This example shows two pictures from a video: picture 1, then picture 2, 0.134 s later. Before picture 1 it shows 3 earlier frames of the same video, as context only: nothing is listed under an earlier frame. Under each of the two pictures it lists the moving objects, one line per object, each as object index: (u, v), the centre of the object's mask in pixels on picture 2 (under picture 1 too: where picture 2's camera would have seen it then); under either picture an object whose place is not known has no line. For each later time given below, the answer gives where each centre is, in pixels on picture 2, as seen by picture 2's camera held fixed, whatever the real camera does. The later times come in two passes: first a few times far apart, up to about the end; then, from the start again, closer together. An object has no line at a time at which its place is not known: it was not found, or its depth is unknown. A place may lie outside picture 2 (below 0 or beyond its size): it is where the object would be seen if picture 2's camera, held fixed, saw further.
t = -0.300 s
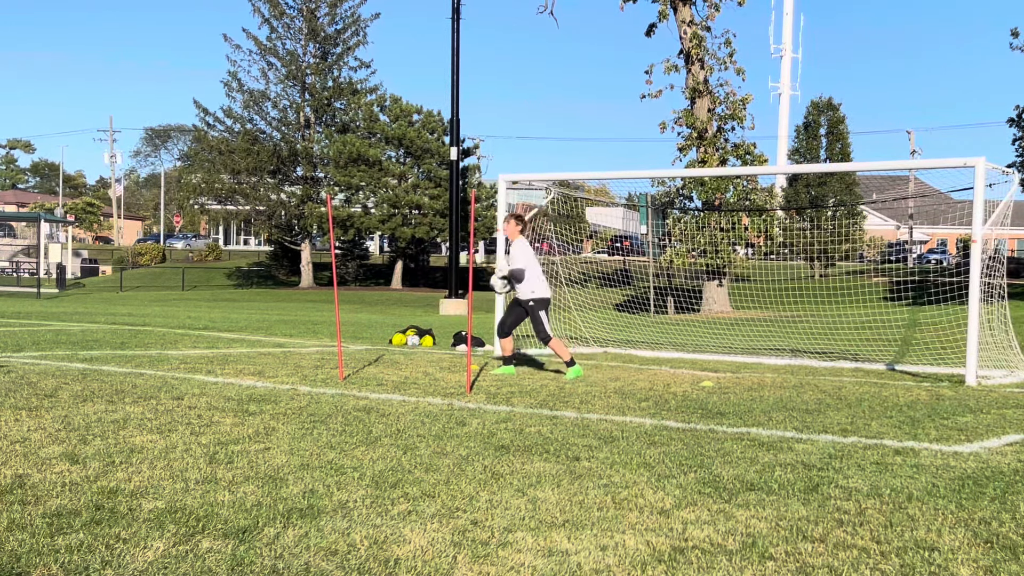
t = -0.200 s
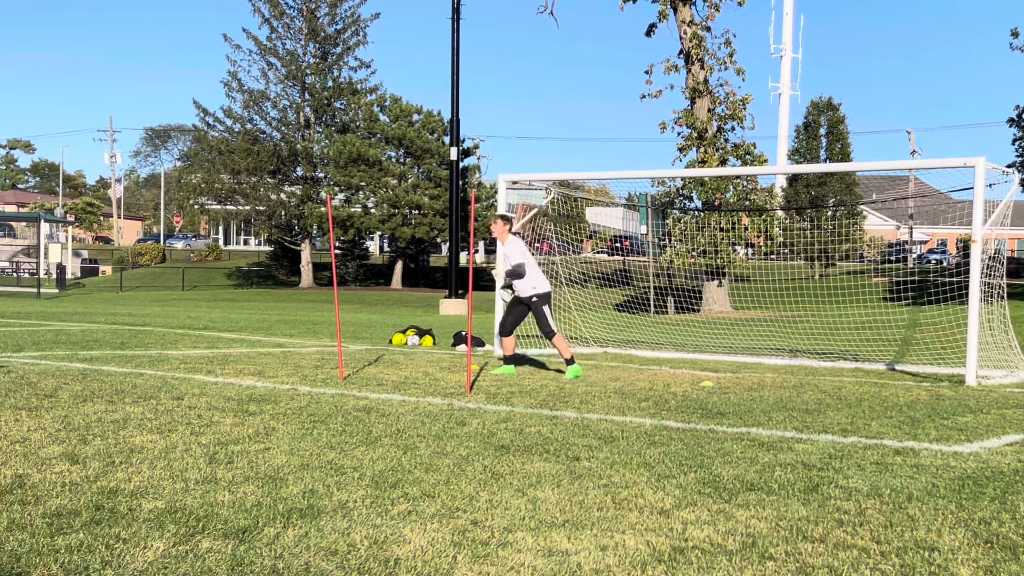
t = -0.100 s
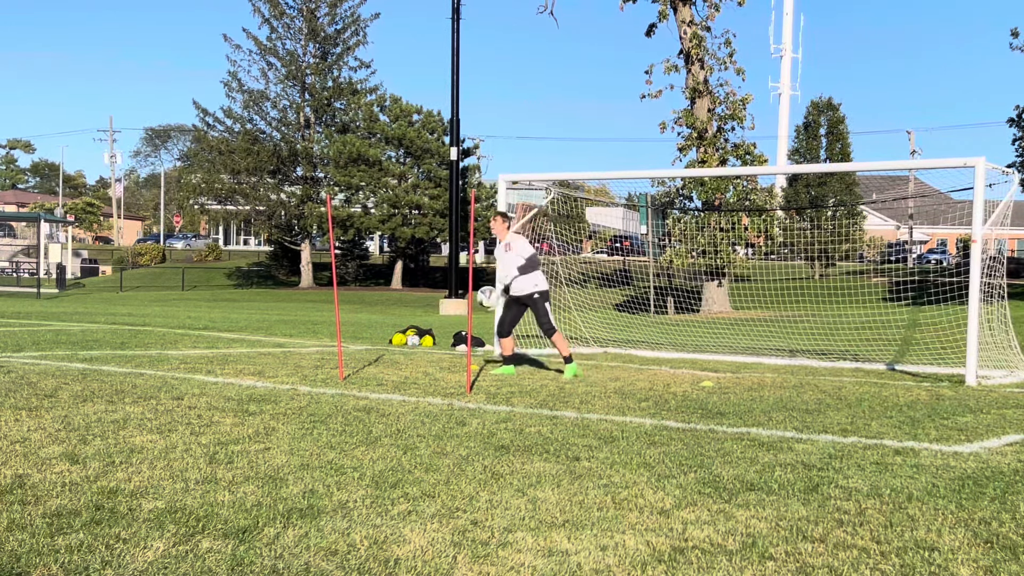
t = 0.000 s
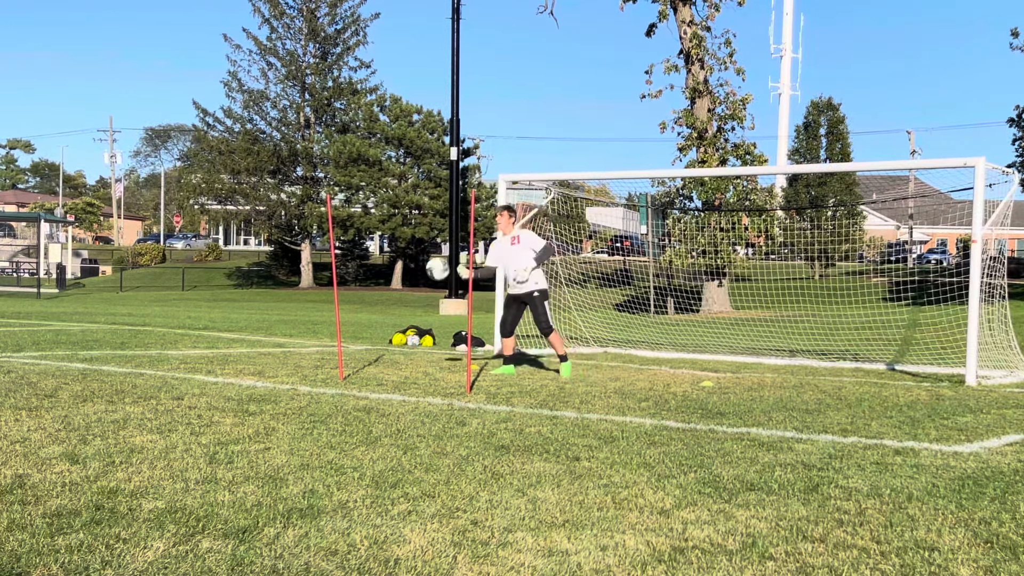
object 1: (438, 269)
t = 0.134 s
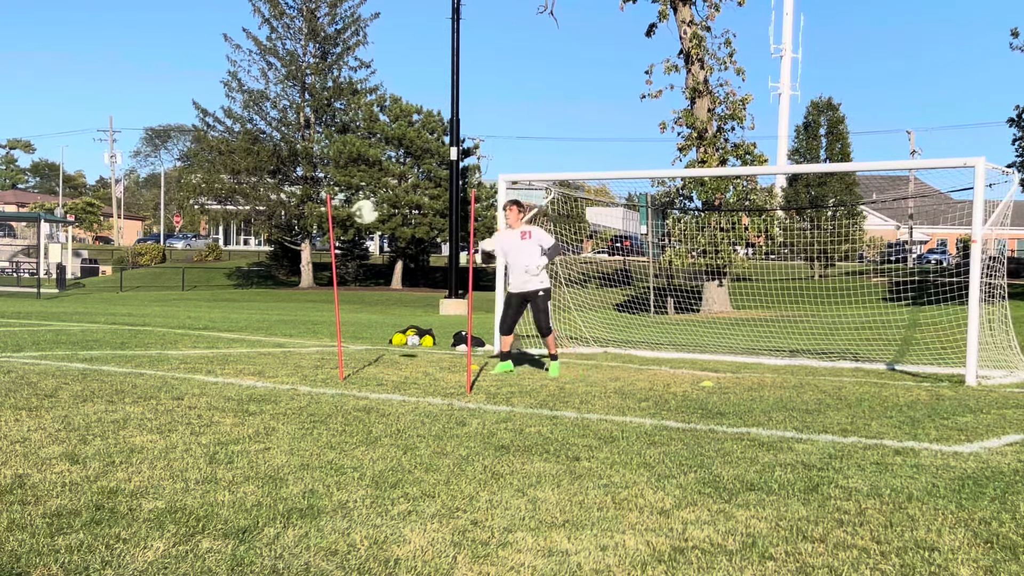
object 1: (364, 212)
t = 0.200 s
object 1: (323, 188)
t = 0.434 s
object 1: (135, 136)
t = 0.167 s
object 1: (345, 199)
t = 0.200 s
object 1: (323, 188)
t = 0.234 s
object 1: (301, 176)
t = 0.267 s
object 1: (276, 167)
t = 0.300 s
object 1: (251, 158)
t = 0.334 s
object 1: (224, 151)
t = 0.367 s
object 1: (196, 145)
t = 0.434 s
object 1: (135, 136)
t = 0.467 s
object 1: (102, 133)
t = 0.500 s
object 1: (67, 132)
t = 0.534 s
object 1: (30, 134)
